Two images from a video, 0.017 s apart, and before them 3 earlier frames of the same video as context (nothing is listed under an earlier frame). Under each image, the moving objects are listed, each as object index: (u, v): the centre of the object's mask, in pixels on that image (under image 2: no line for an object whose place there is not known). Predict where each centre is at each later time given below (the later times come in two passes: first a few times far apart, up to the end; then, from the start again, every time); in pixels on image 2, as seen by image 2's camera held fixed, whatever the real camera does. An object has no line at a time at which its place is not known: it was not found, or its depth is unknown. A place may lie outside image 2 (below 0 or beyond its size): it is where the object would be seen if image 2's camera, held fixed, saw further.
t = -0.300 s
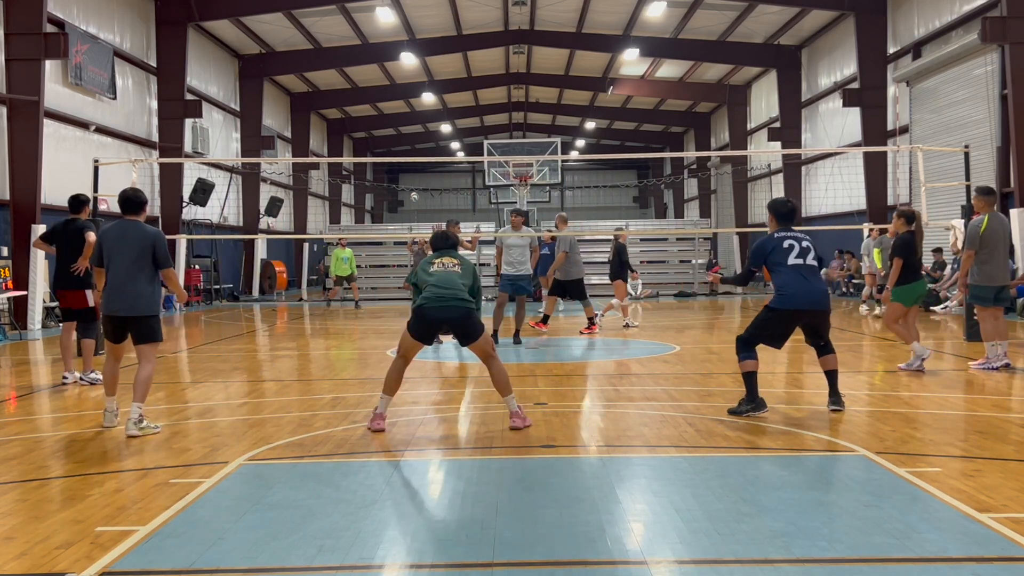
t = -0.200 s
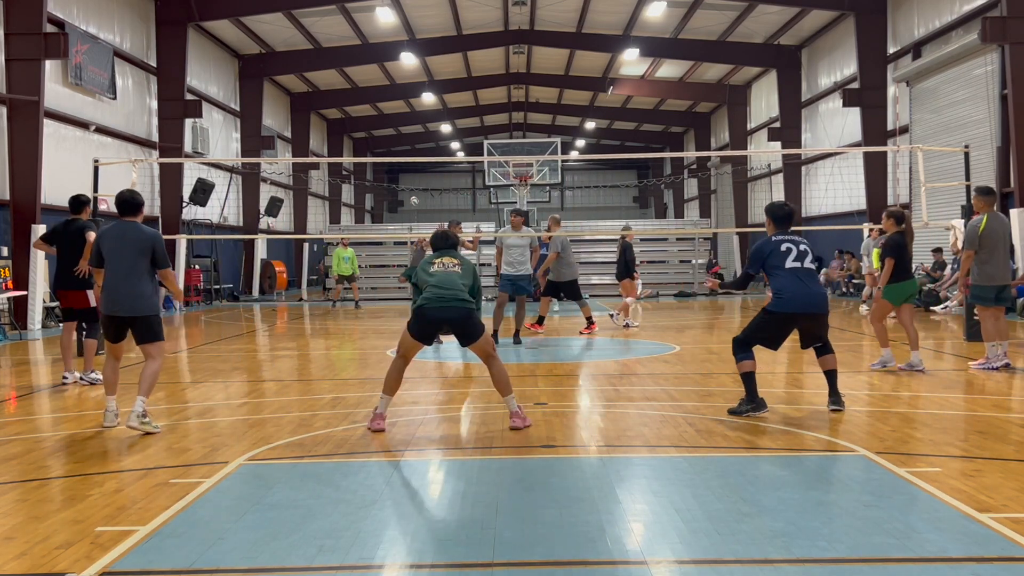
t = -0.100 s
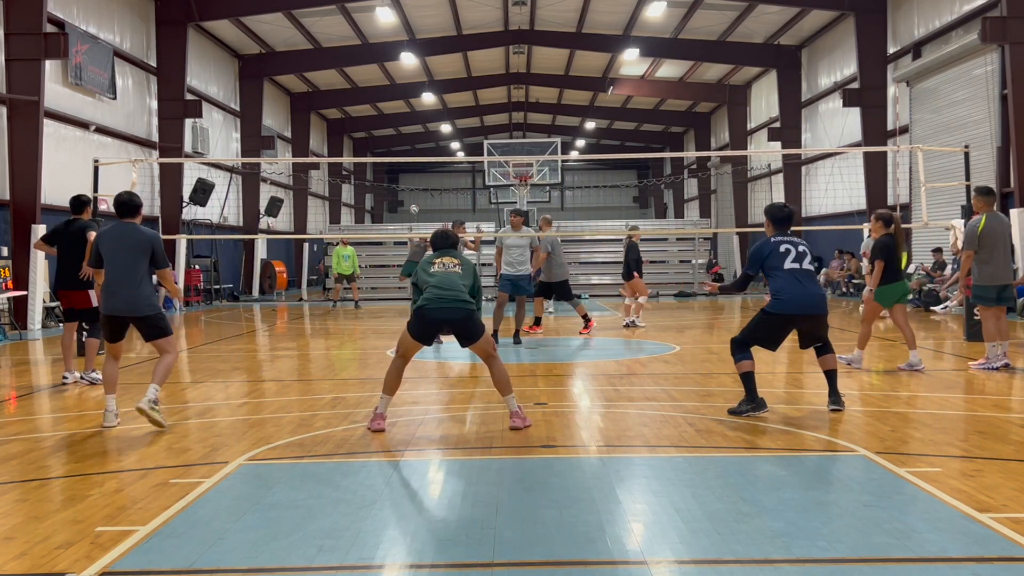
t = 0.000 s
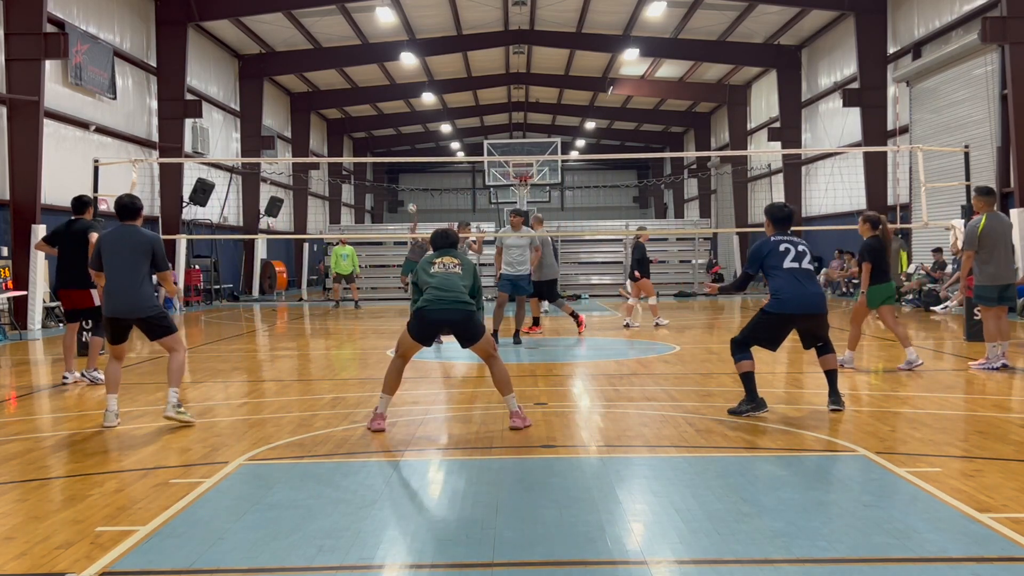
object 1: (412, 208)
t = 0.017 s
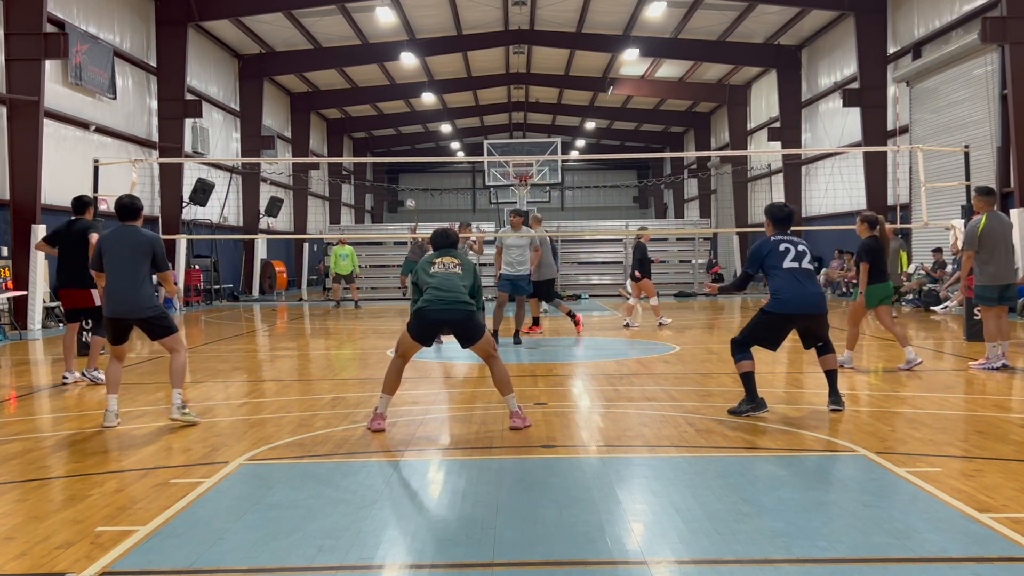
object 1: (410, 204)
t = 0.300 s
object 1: (381, 137)
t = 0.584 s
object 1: (341, 99)
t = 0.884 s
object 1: (283, 123)
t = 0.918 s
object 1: (276, 133)
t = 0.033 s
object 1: (409, 200)
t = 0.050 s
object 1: (407, 195)
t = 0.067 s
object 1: (406, 191)
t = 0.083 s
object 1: (405, 187)
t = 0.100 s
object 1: (403, 183)
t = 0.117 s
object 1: (402, 179)
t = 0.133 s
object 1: (400, 175)
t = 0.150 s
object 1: (398, 171)
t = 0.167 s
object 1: (397, 167)
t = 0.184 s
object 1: (395, 165)
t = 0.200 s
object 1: (393, 158)
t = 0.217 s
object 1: (391, 154)
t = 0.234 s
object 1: (389, 151)
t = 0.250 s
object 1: (387, 148)
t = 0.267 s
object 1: (385, 144)
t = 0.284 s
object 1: (383, 140)
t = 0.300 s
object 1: (381, 137)
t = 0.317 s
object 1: (379, 133)
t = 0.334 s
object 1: (376, 130)
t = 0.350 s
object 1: (374, 127)
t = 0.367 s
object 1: (372, 124)
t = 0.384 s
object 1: (370, 121)
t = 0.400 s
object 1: (368, 118)
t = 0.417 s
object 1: (366, 116)
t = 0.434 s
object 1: (363, 113)
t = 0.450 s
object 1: (361, 111)
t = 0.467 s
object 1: (359, 109)
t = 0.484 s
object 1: (356, 107)
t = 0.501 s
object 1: (354, 105)
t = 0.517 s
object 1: (351, 104)
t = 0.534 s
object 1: (348, 103)
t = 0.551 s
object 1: (346, 101)
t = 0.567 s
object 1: (344, 100)
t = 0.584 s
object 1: (341, 99)
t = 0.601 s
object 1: (338, 98)
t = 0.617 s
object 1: (335, 97)
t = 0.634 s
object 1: (332, 97)
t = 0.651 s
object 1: (329, 97)
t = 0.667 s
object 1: (326, 97)
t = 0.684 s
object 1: (323, 97)
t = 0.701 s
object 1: (320, 97)
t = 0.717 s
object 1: (316, 98)
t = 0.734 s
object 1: (313, 99)
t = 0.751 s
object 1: (310, 101)
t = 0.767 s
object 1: (307, 103)
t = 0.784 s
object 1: (303, 105)
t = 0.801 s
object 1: (300, 107)
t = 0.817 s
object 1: (297, 110)
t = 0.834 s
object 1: (294, 113)
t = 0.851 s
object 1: (290, 116)
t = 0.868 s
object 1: (287, 119)
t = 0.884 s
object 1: (283, 123)
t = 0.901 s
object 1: (280, 128)
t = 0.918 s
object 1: (276, 133)
